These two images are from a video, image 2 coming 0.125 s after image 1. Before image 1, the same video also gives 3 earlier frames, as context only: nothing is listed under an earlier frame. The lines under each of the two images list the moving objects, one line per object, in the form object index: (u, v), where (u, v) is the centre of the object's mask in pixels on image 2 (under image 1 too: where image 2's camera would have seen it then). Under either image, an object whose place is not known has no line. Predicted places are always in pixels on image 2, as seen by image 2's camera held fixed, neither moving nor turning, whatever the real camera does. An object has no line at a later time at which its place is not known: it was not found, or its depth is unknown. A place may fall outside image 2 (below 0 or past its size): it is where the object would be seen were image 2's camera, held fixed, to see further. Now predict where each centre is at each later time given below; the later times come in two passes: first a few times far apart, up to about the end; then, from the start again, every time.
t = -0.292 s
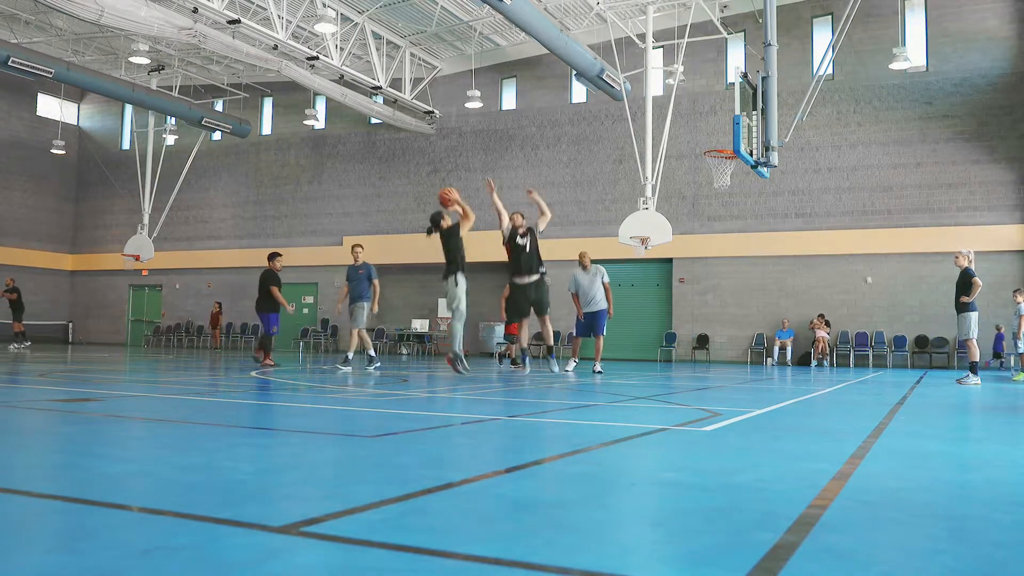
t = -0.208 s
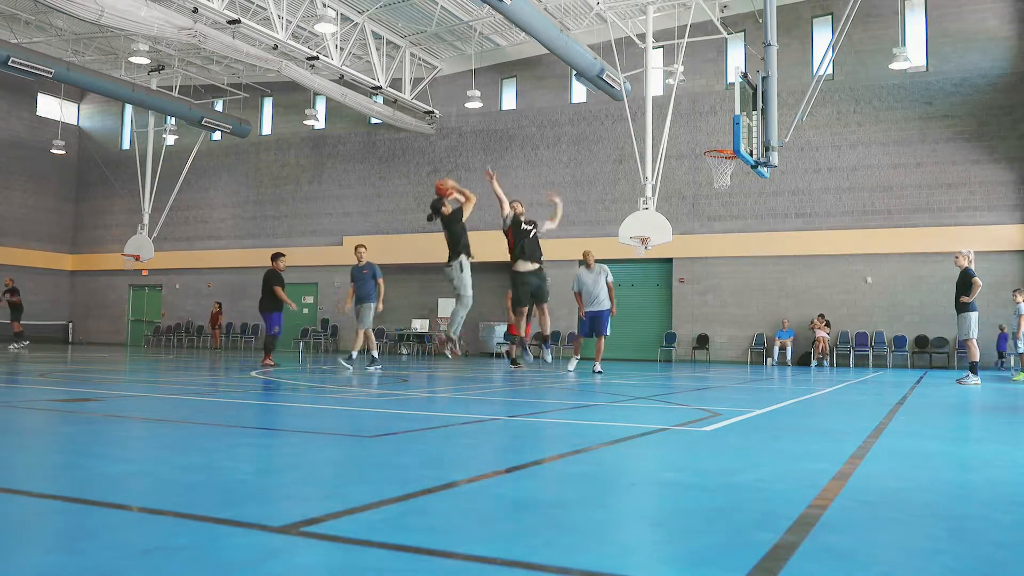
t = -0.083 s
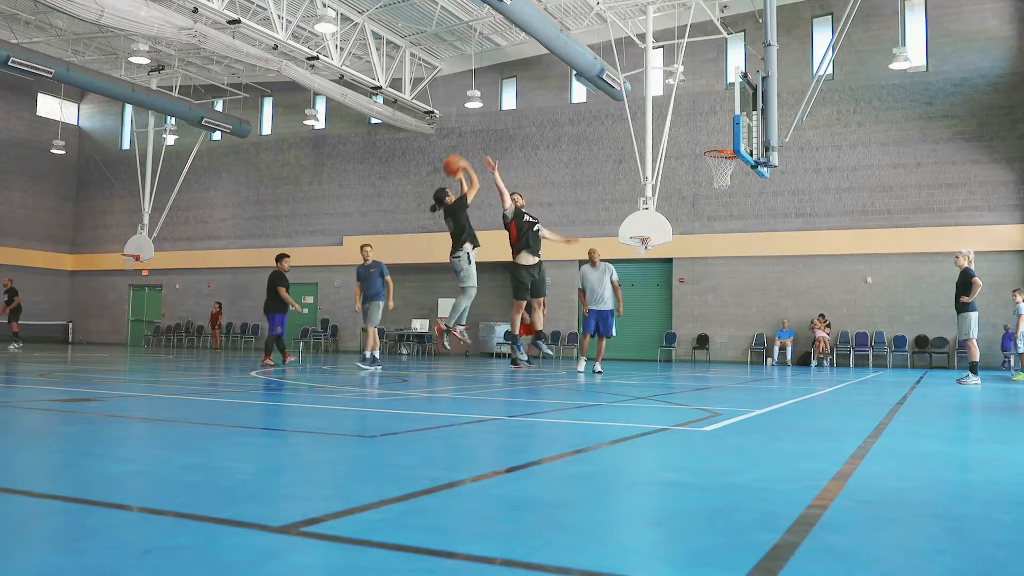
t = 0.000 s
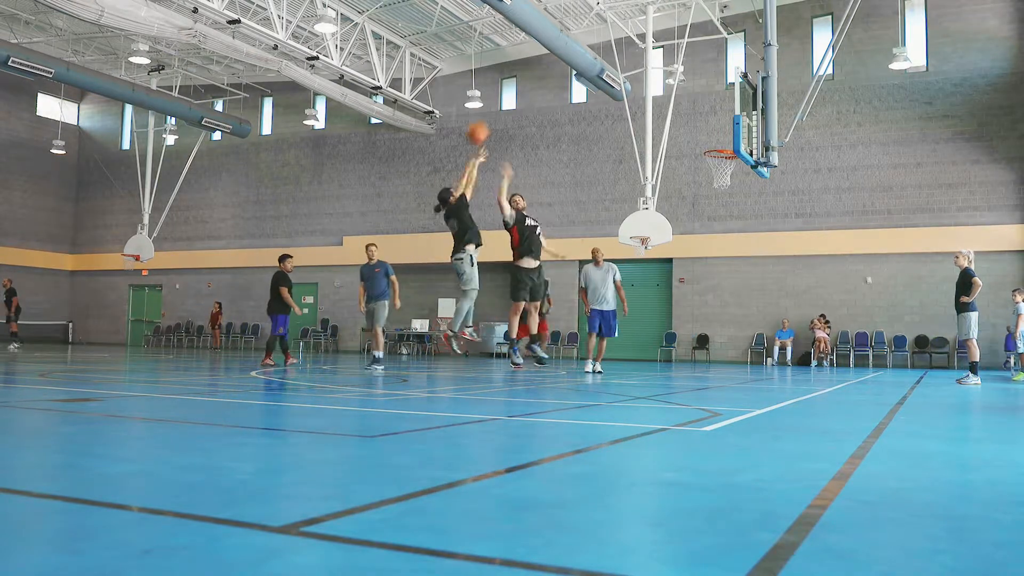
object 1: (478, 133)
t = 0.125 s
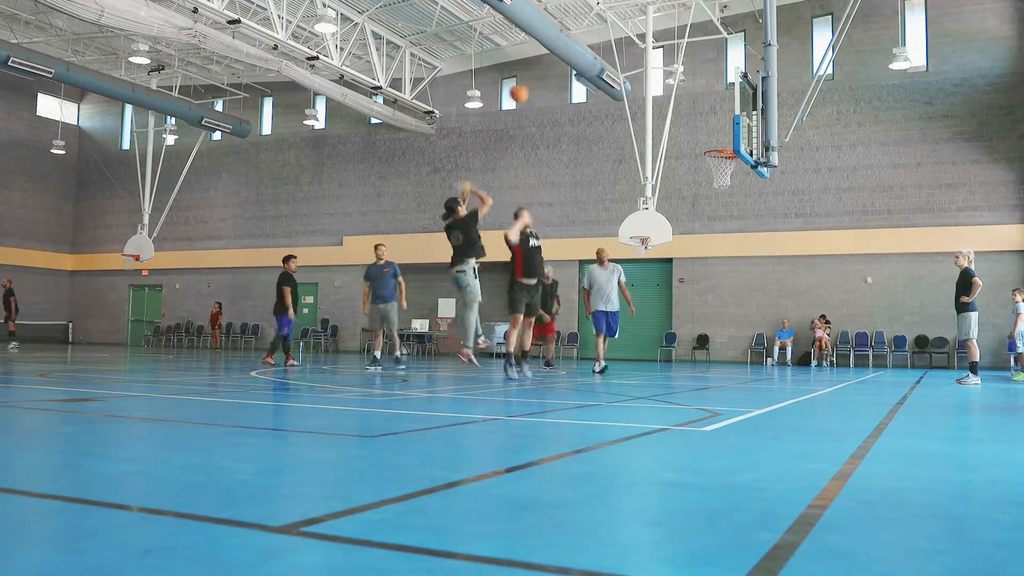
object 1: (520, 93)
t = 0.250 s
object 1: (557, 69)
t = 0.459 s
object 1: (617, 56)
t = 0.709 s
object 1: (682, 85)
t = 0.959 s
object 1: (729, 140)
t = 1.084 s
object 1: (728, 123)
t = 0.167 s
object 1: (532, 84)
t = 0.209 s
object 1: (544, 76)
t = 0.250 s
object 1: (557, 69)
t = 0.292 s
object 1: (569, 64)
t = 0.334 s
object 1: (581, 59)
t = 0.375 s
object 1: (594, 57)
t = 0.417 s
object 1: (606, 56)
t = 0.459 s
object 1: (617, 56)
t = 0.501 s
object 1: (628, 58)
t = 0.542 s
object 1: (638, 60)
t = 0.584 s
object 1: (648, 64)
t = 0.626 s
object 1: (661, 70)
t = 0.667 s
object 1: (671, 76)
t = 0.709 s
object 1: (682, 85)
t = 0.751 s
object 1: (691, 93)
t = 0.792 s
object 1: (701, 103)
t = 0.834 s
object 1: (712, 113)
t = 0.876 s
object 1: (722, 127)
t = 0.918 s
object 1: (728, 140)
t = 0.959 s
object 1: (729, 140)
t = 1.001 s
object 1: (729, 135)
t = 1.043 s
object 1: (729, 128)
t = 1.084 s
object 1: (728, 123)
